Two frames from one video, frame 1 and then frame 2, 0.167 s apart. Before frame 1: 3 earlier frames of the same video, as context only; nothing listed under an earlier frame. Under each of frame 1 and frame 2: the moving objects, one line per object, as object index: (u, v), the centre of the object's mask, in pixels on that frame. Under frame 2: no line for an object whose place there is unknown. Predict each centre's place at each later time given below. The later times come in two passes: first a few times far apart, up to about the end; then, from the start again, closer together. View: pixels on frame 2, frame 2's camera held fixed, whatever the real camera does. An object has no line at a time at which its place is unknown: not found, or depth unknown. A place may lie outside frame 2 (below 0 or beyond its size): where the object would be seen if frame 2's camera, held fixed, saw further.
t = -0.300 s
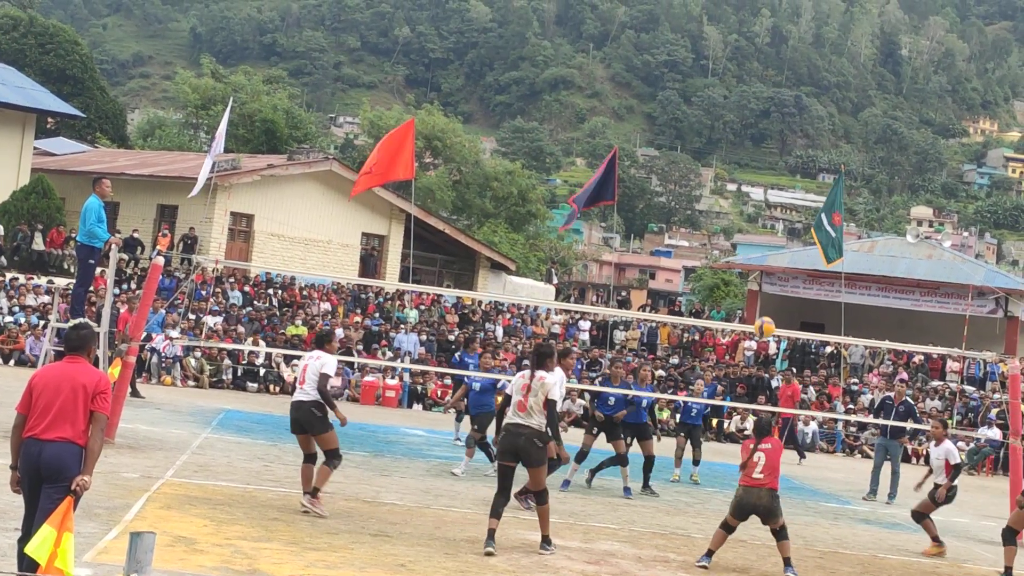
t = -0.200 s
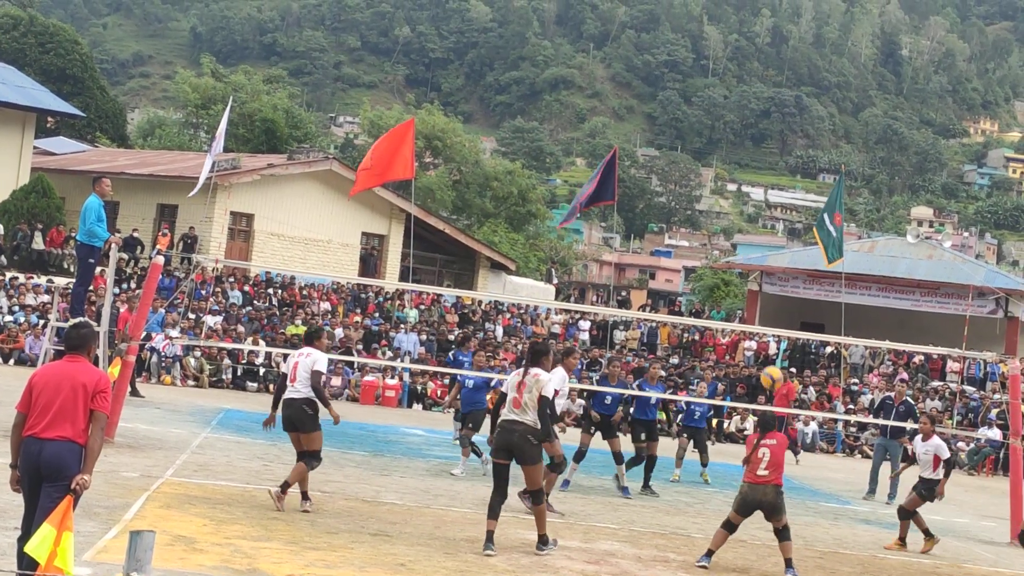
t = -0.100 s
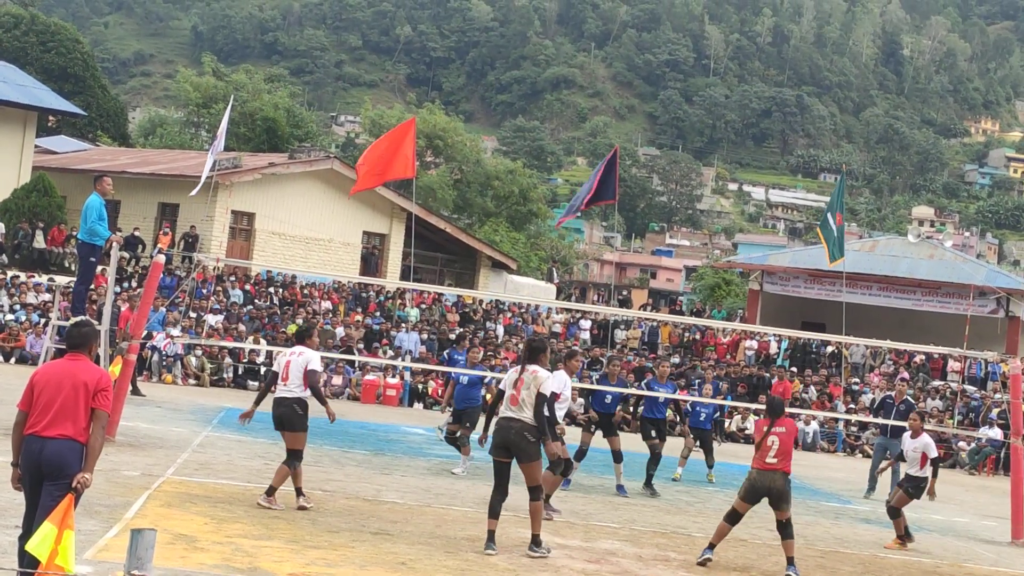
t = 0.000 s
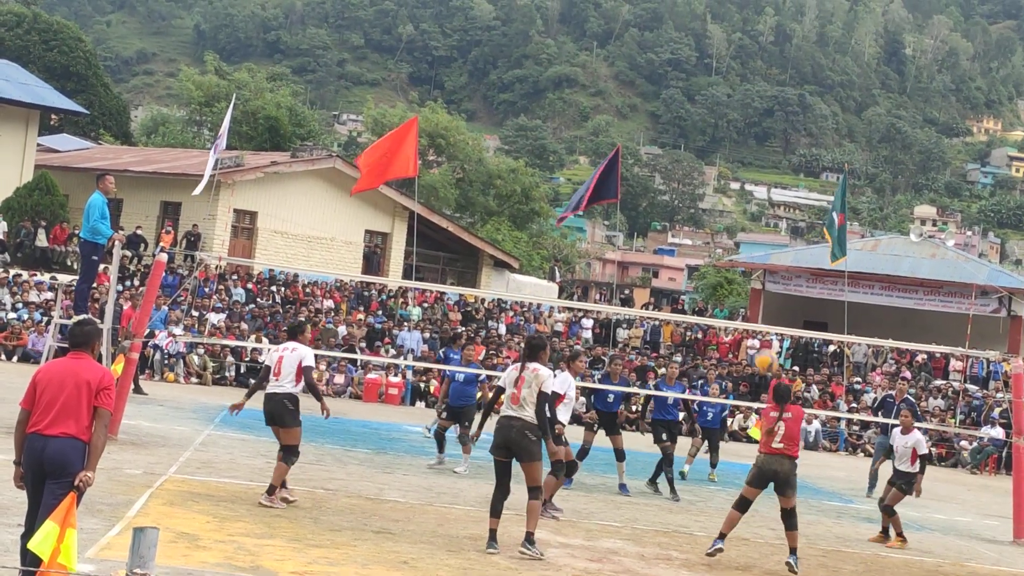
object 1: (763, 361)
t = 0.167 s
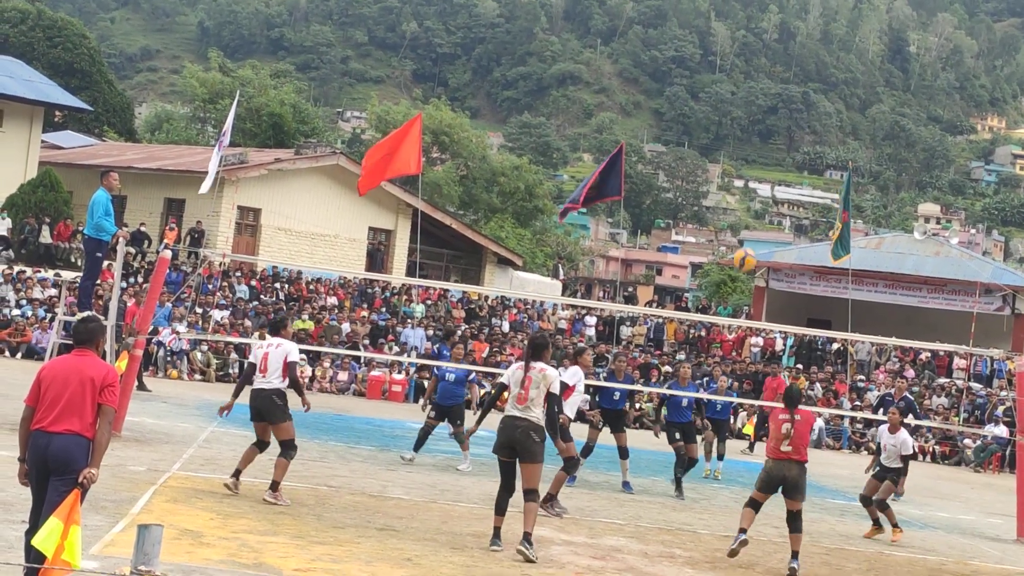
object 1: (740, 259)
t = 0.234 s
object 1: (730, 229)
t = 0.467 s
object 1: (694, 166)
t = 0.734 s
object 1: (650, 155)
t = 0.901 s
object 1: (617, 182)
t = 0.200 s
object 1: (736, 243)
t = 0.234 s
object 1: (730, 229)
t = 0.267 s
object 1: (725, 218)
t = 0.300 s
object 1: (719, 203)
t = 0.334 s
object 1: (715, 191)
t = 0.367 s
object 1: (711, 183)
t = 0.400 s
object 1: (707, 175)
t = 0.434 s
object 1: (700, 170)
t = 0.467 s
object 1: (694, 166)
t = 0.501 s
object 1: (686, 157)
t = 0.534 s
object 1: (681, 154)
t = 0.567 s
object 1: (677, 152)
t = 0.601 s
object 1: (671, 152)
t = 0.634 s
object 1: (665, 153)
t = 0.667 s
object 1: (659, 152)
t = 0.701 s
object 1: (655, 151)
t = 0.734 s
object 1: (650, 155)
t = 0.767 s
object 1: (640, 163)
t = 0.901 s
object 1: (617, 182)
